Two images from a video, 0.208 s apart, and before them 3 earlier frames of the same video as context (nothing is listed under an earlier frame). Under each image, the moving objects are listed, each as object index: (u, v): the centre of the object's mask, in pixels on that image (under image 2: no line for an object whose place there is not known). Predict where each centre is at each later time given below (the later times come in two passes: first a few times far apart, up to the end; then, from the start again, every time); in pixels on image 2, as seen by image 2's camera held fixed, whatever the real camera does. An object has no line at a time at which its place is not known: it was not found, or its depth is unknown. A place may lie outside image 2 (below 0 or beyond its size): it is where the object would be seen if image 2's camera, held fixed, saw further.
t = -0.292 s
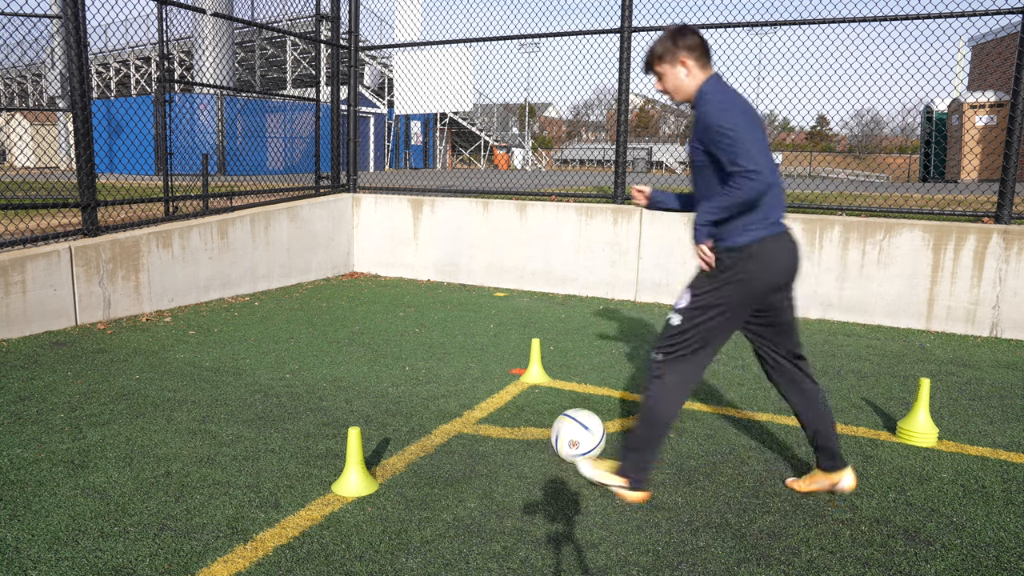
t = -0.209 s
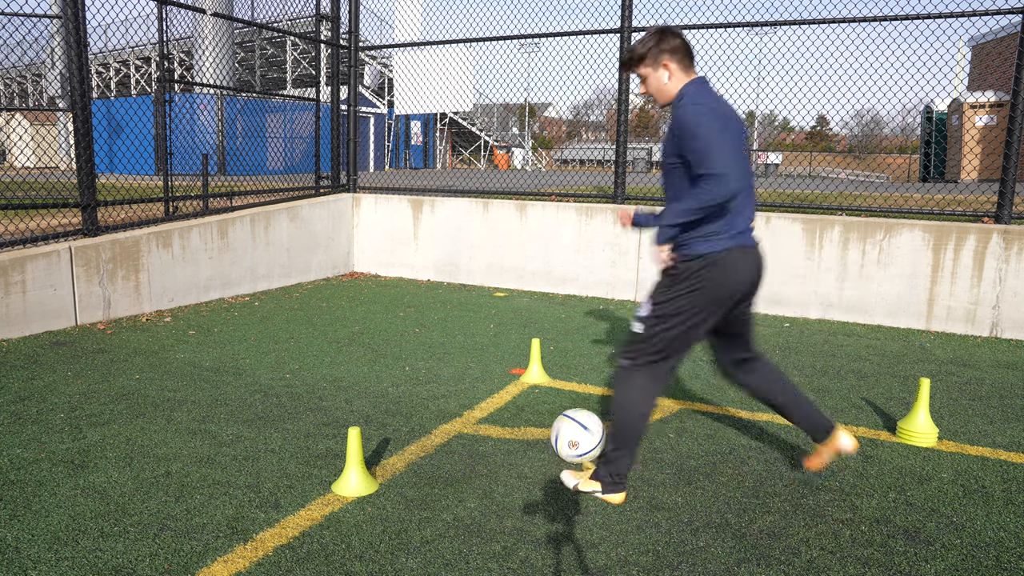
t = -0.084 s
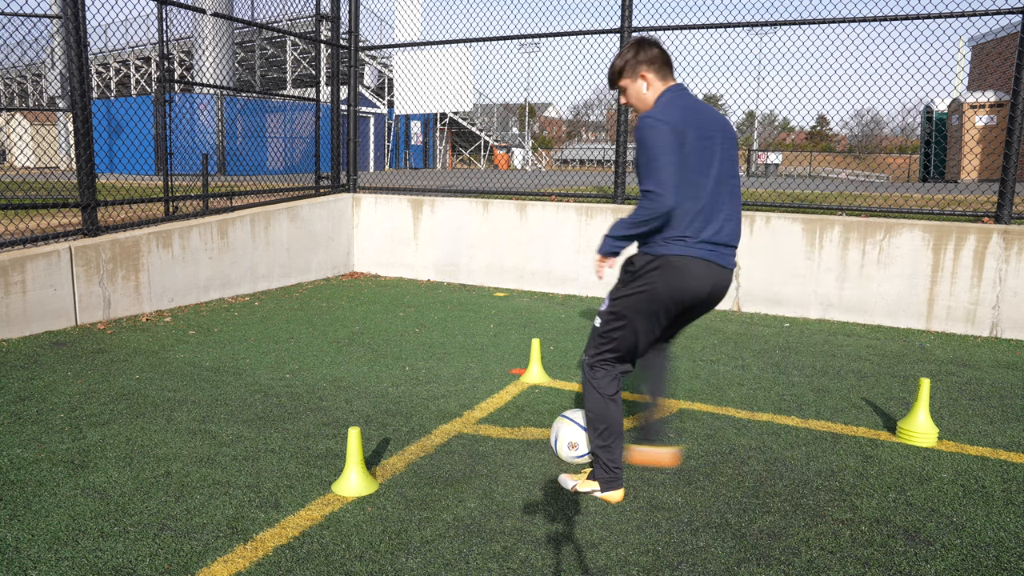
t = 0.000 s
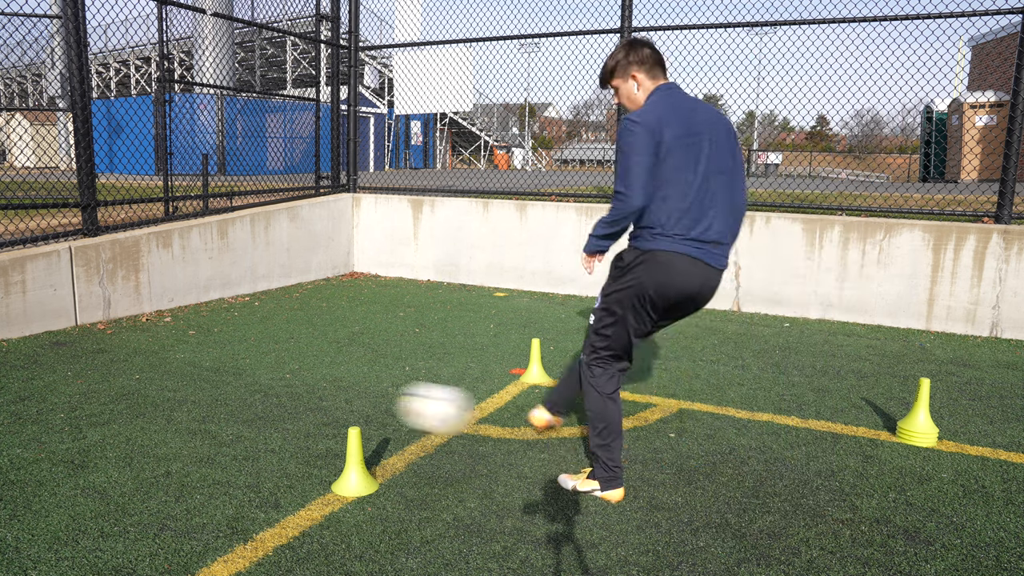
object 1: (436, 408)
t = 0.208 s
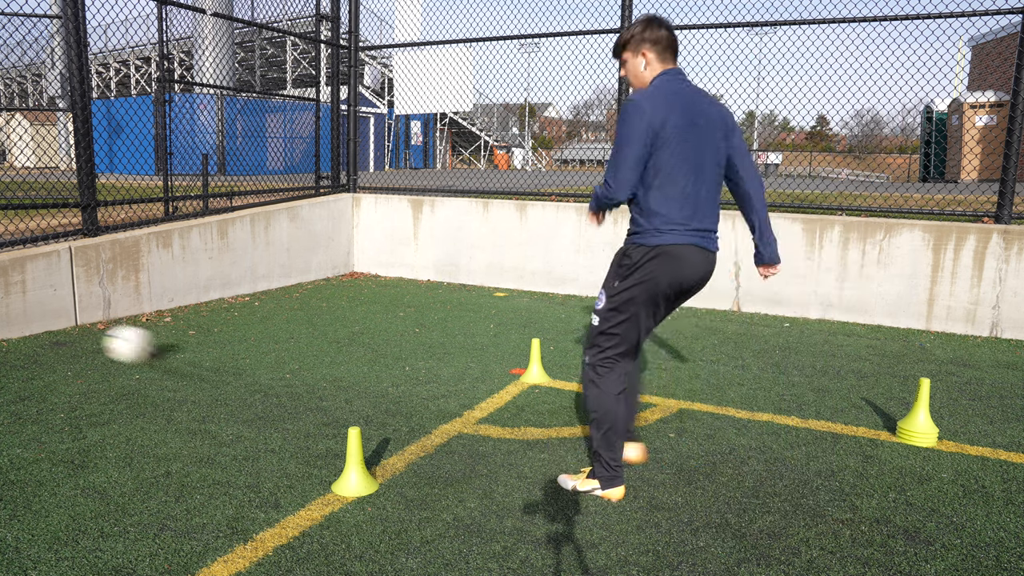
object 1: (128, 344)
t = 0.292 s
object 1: (52, 327)
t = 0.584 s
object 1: (241, 351)
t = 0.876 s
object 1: (499, 398)
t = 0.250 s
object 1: (88, 338)
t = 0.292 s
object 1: (52, 327)
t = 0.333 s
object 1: (41, 320)
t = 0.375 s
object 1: (68, 317)
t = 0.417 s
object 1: (99, 318)
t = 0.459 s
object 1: (130, 322)
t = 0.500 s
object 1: (166, 328)
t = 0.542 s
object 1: (202, 338)
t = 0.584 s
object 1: (241, 351)
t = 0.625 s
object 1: (281, 368)
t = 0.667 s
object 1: (318, 374)
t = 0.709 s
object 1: (351, 371)
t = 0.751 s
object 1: (385, 372)
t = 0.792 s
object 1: (421, 377)
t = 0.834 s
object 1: (459, 385)
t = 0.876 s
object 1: (499, 398)
